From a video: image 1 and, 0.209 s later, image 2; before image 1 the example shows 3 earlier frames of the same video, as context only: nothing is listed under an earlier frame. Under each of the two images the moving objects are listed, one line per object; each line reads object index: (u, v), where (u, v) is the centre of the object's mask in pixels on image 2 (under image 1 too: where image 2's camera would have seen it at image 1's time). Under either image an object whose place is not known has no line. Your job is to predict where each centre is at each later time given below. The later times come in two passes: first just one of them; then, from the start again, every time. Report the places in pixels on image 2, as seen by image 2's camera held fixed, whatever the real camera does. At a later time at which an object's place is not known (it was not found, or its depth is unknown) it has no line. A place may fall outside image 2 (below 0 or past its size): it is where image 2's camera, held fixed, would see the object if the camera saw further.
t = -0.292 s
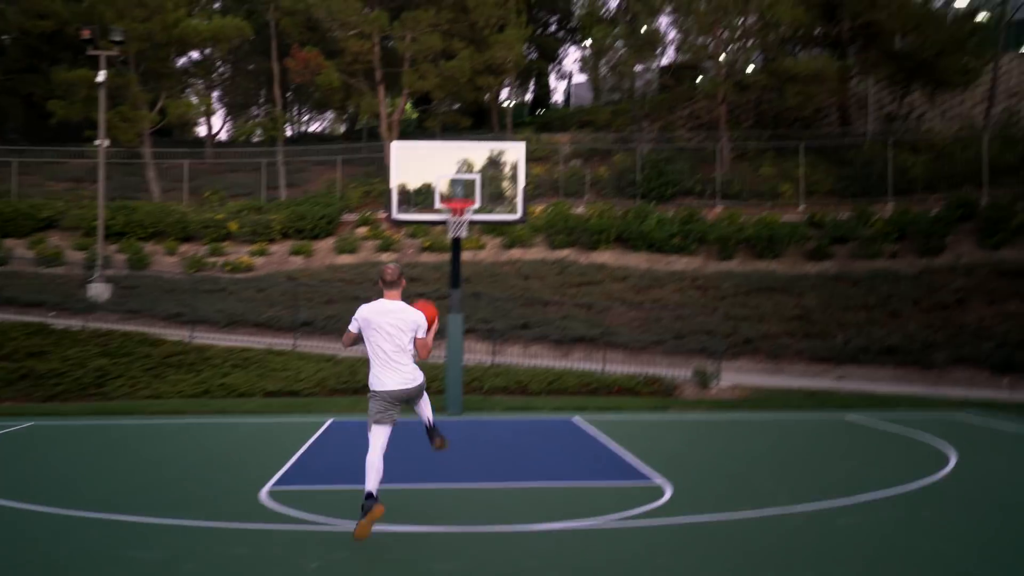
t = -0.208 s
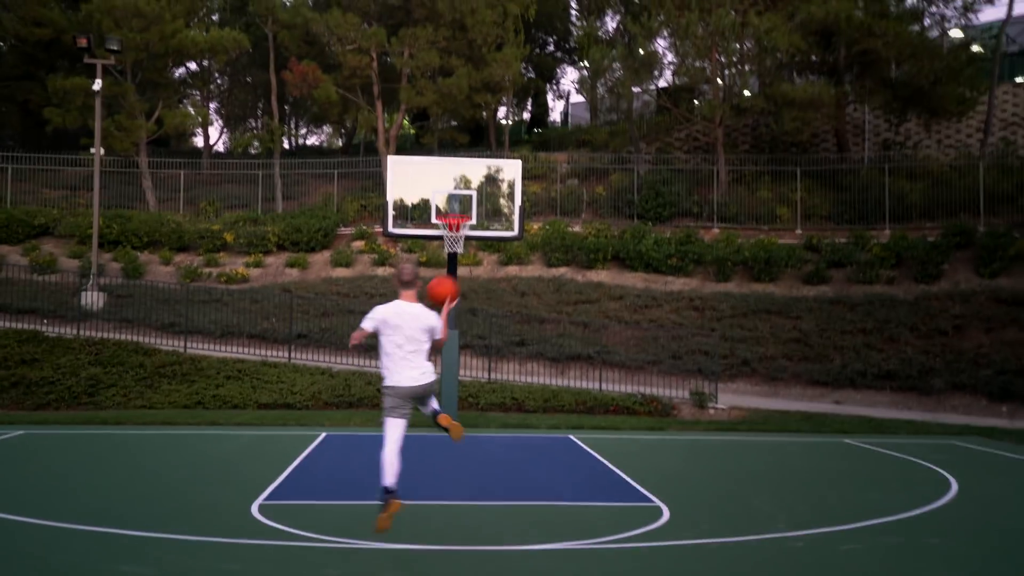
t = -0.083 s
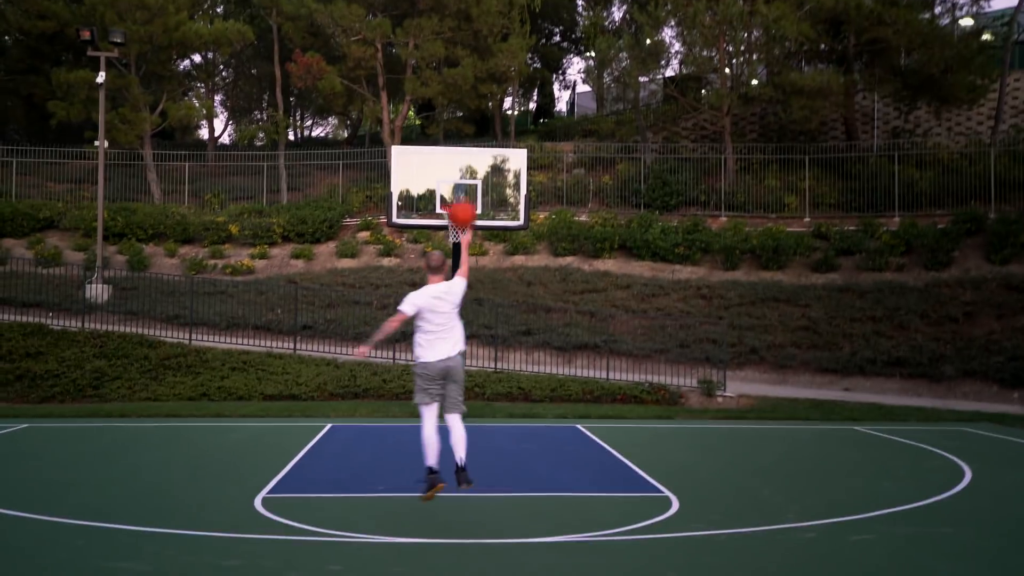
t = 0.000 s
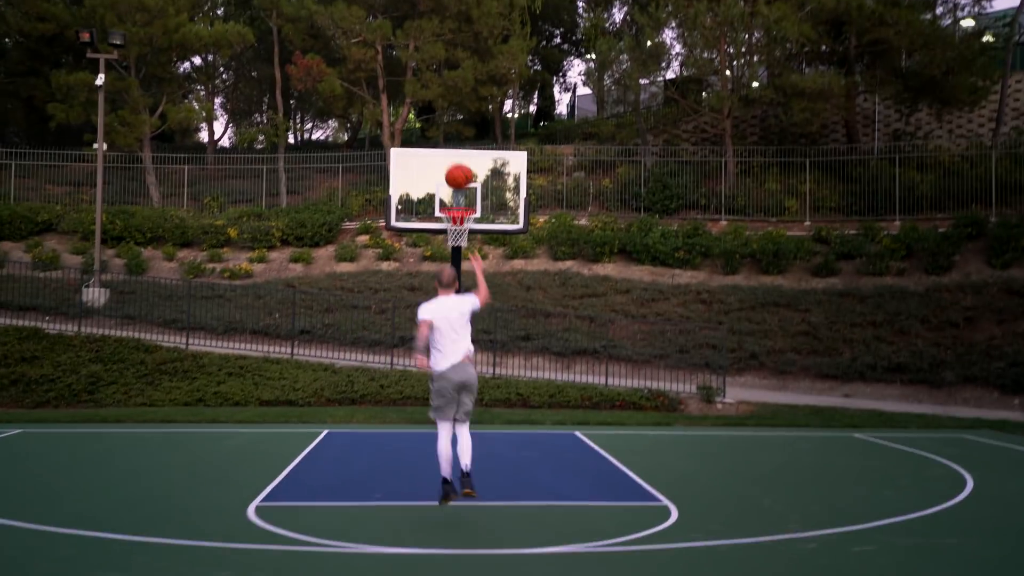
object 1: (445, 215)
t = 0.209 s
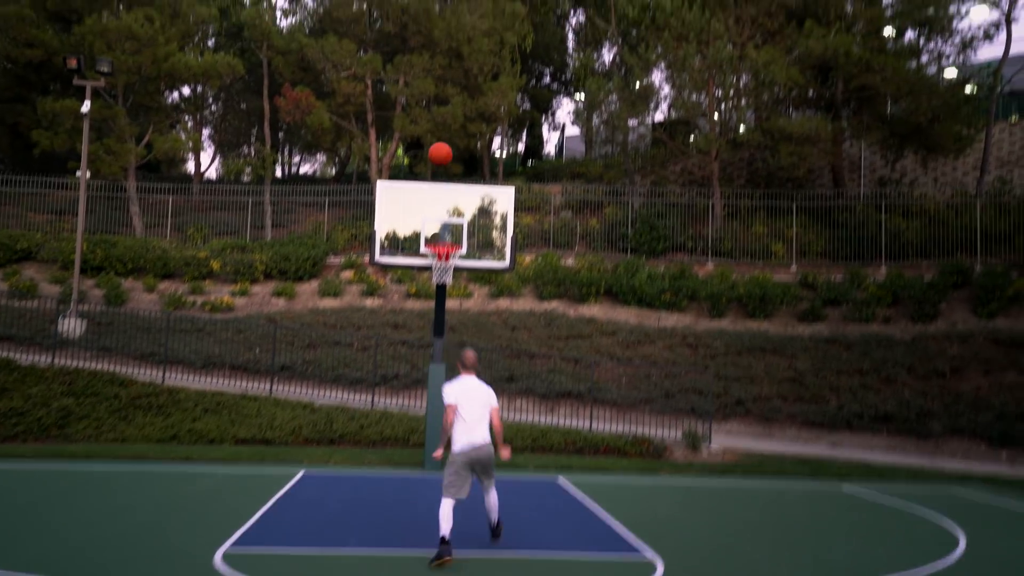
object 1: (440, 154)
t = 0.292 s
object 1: (439, 149)
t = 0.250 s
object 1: (440, 149)
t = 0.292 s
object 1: (439, 149)
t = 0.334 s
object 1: (437, 149)
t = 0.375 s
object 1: (433, 149)
